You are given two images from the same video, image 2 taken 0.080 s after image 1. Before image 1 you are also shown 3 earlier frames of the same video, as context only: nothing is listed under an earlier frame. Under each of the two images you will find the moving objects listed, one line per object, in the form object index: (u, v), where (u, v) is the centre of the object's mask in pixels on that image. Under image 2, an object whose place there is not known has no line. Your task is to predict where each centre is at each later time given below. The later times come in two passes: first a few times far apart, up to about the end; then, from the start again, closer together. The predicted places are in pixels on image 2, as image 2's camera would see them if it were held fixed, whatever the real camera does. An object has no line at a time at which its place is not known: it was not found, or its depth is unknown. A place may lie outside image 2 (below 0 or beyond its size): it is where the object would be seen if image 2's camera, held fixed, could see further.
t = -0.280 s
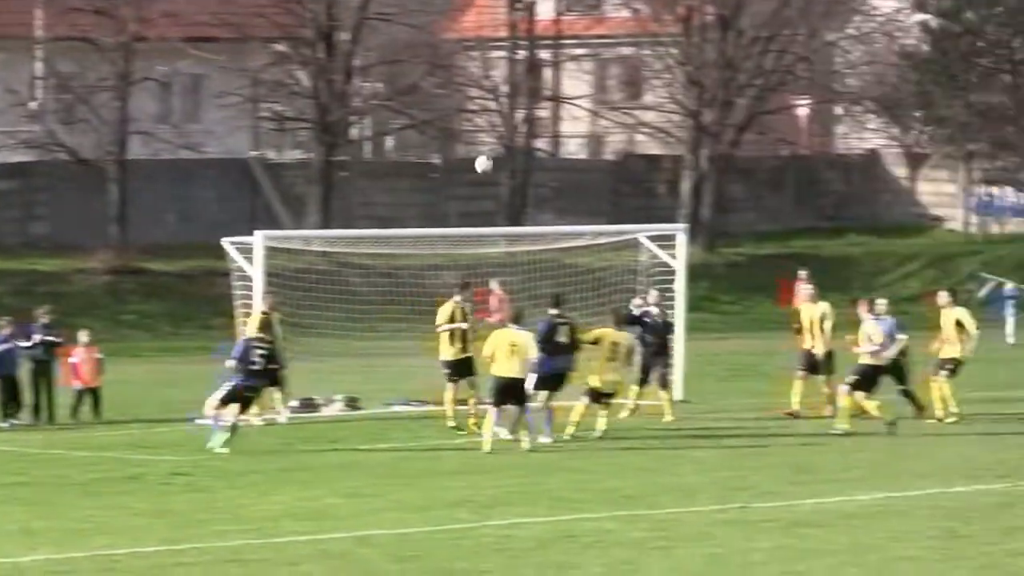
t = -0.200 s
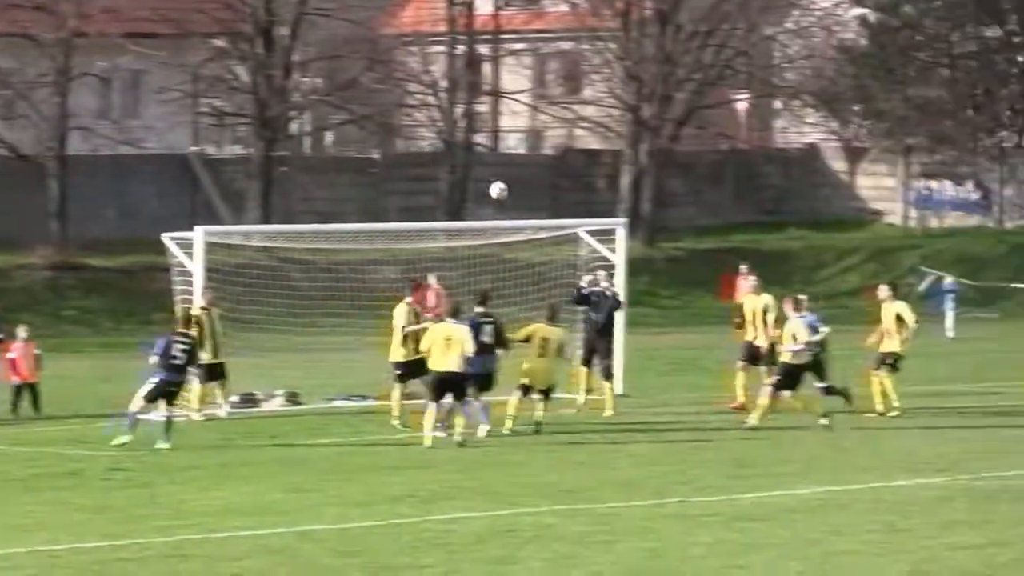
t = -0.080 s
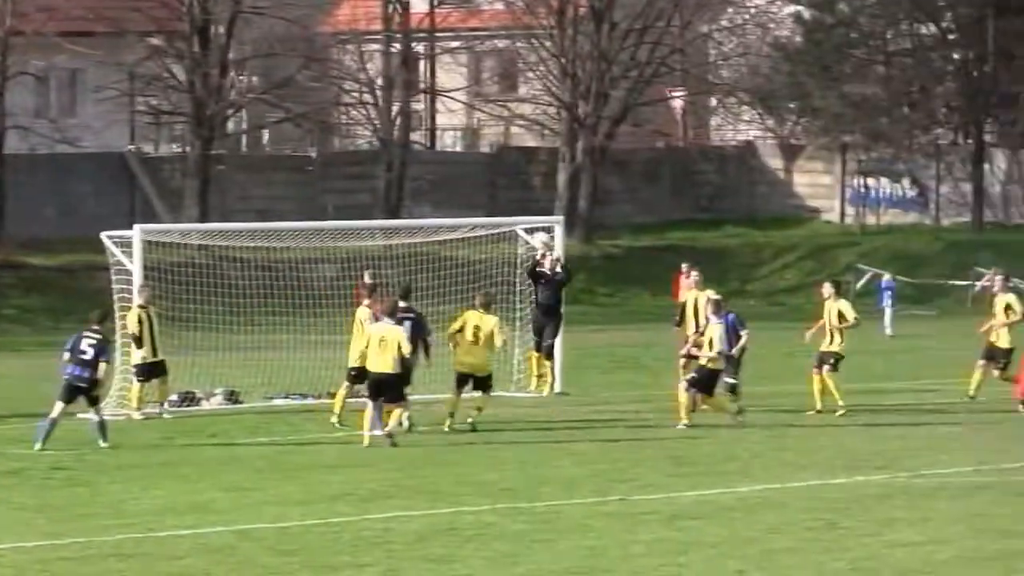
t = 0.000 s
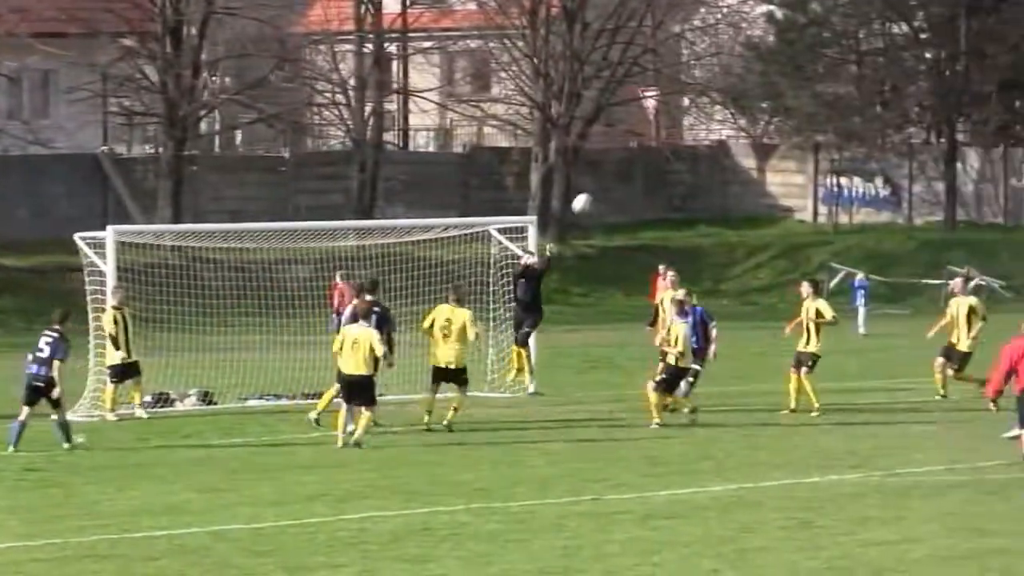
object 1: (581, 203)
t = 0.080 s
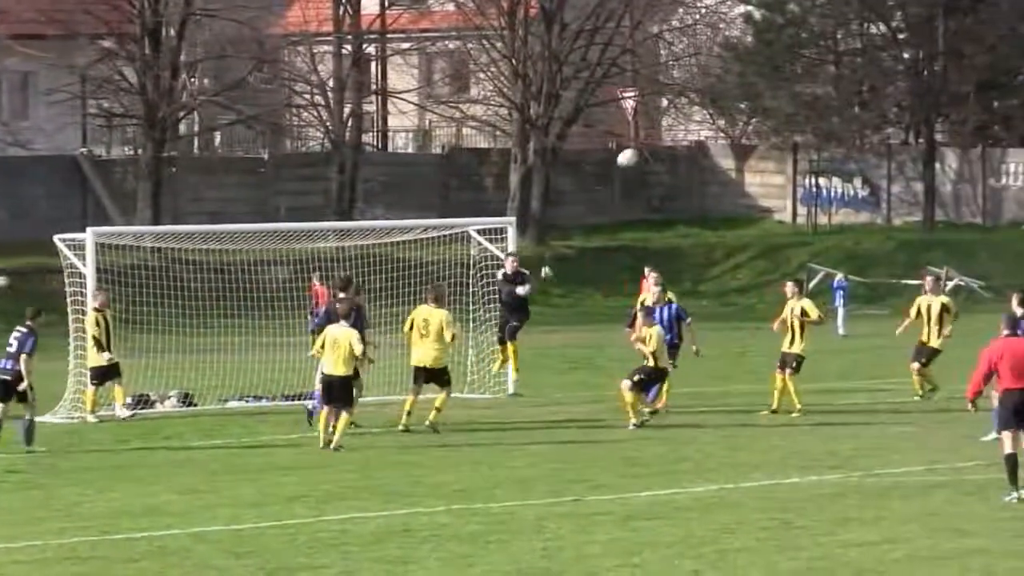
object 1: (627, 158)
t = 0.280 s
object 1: (801, 63)
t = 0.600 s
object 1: (1109, -33)
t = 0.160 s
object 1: (695, 116)
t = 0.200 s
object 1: (730, 97)
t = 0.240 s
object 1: (765, 79)
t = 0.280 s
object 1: (801, 63)
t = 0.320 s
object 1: (837, 48)
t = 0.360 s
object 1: (874, 33)
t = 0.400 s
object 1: (910, 20)
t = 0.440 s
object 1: (948, 9)
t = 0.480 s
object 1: (987, -4)
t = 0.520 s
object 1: (1028, -16)
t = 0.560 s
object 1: (1068, -24)
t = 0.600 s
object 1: (1109, -33)
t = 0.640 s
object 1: (1152, -39)
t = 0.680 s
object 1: (1197, -44)
